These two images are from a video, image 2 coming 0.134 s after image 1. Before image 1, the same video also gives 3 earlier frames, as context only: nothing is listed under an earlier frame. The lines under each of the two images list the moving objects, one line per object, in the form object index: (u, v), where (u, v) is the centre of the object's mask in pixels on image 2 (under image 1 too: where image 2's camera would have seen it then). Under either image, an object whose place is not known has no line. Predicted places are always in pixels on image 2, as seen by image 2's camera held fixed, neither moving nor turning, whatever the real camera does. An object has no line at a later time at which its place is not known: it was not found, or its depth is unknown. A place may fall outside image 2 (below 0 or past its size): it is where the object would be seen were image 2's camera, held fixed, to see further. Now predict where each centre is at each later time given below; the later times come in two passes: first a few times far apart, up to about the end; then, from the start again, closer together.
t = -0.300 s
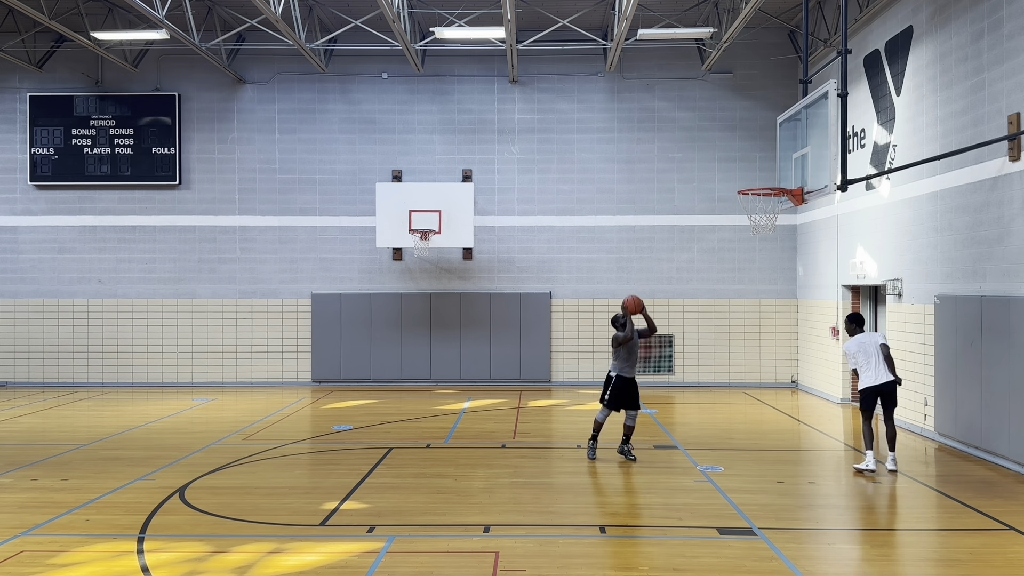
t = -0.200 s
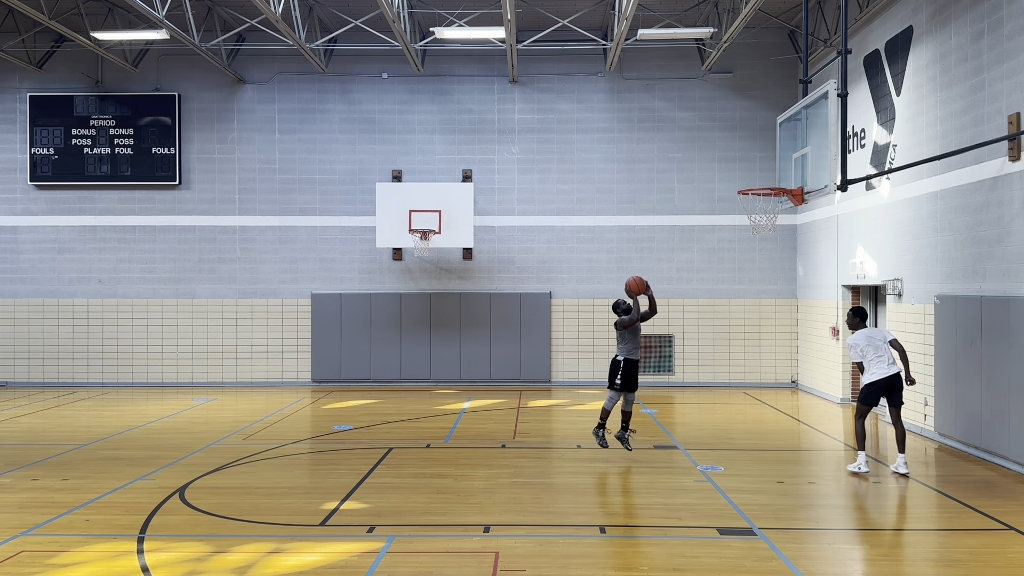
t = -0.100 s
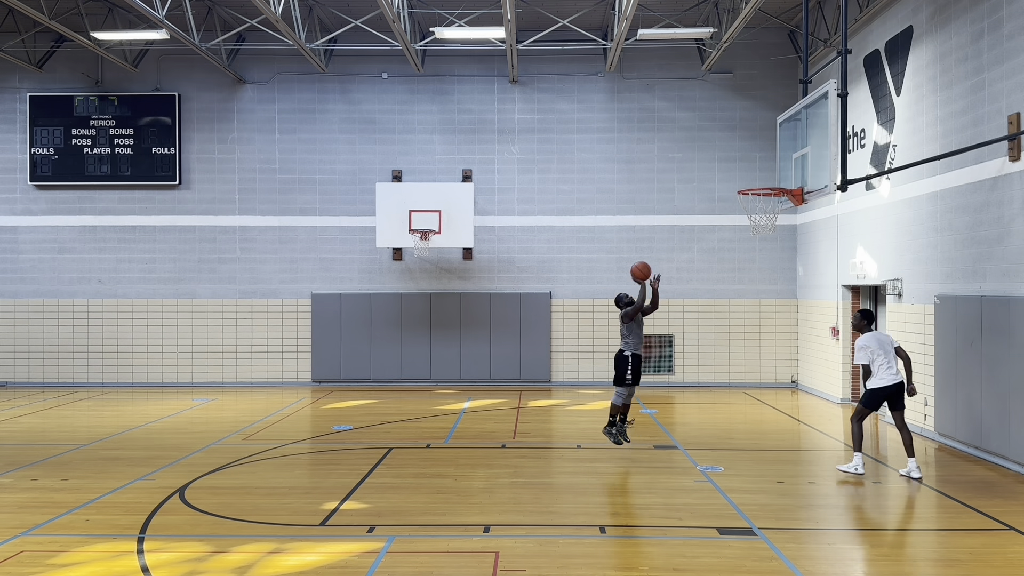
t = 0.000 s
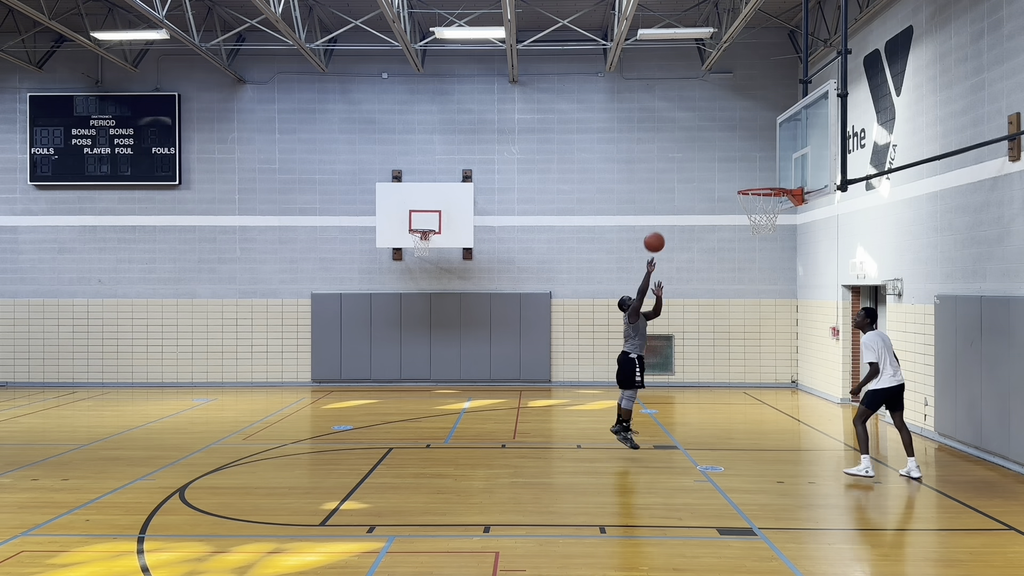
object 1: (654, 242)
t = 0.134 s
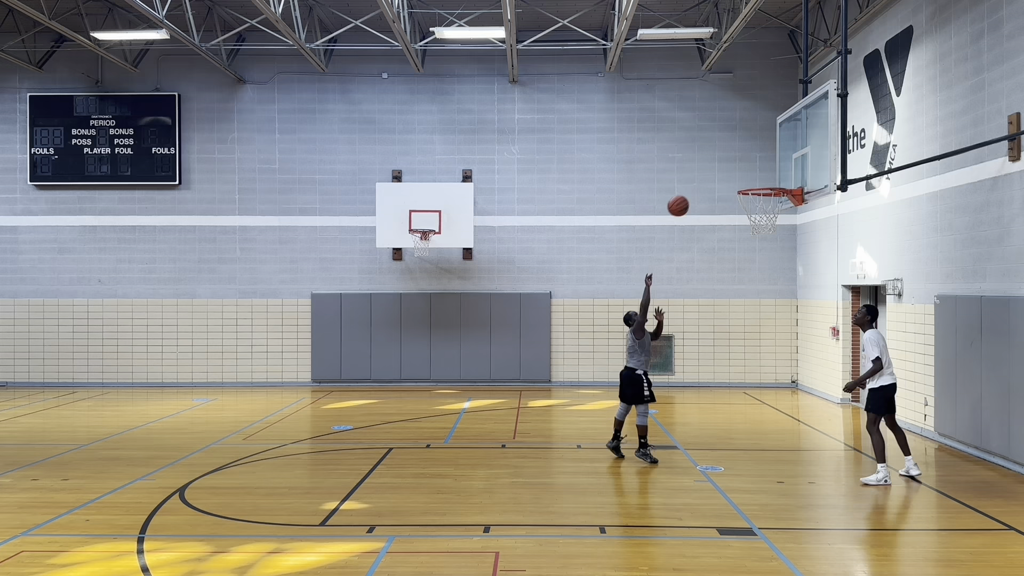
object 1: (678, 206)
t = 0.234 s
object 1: (697, 188)
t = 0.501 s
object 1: (749, 180)
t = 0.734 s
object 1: (782, 210)
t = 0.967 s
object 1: (773, 236)
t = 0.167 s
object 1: (684, 199)
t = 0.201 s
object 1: (691, 193)
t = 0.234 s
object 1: (697, 188)
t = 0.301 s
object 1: (710, 180)
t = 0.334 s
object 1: (716, 178)
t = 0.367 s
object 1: (722, 177)
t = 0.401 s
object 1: (729, 176)
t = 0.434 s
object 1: (736, 177)
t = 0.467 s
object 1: (742, 179)
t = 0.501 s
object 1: (749, 180)
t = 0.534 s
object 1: (756, 184)
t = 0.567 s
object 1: (762, 190)
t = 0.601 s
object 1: (769, 197)
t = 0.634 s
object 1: (776, 203)
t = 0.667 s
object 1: (780, 208)
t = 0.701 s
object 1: (782, 210)
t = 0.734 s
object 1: (782, 210)
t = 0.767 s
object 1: (781, 211)
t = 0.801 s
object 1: (780, 213)
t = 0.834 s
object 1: (778, 216)
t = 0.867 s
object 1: (777, 219)
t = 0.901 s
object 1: (775, 224)
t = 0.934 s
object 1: (774, 231)
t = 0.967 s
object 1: (773, 236)
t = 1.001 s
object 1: (771, 244)
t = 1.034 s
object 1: (770, 253)
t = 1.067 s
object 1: (768, 262)
